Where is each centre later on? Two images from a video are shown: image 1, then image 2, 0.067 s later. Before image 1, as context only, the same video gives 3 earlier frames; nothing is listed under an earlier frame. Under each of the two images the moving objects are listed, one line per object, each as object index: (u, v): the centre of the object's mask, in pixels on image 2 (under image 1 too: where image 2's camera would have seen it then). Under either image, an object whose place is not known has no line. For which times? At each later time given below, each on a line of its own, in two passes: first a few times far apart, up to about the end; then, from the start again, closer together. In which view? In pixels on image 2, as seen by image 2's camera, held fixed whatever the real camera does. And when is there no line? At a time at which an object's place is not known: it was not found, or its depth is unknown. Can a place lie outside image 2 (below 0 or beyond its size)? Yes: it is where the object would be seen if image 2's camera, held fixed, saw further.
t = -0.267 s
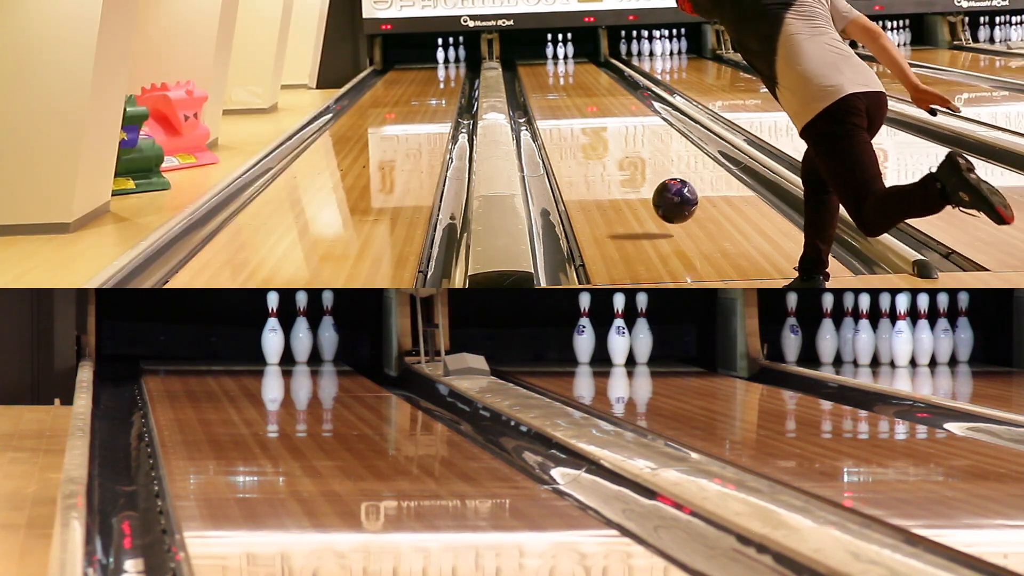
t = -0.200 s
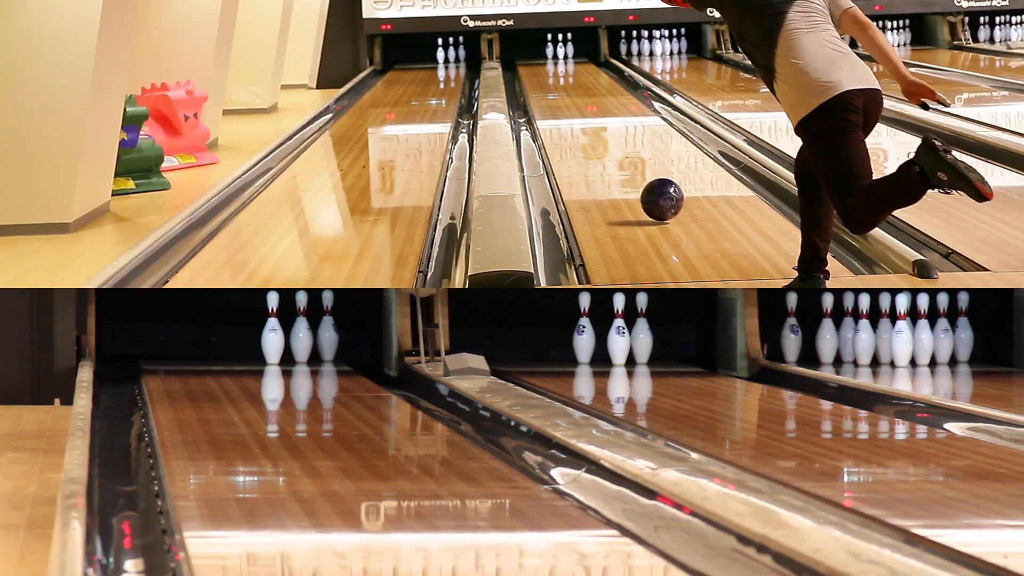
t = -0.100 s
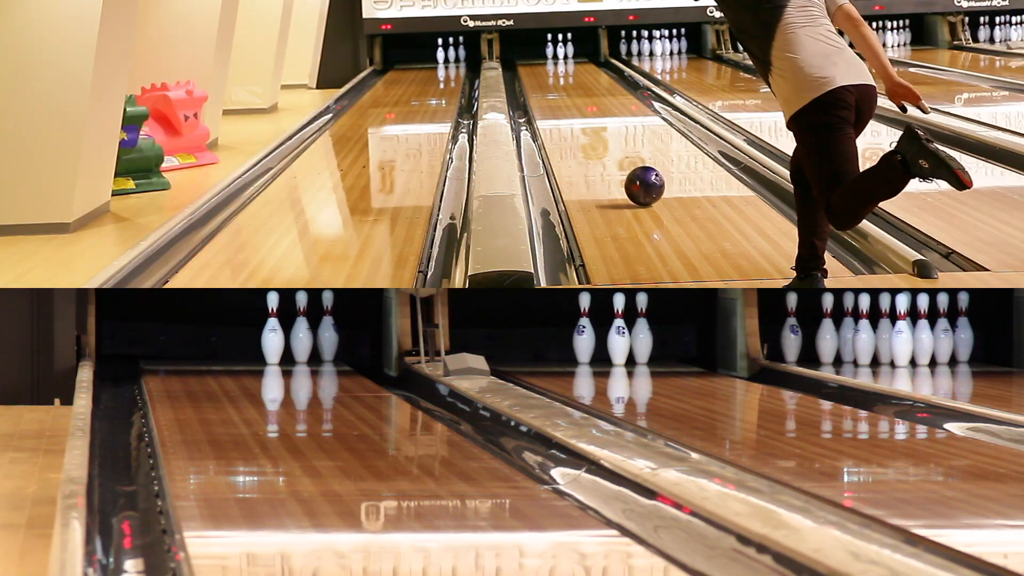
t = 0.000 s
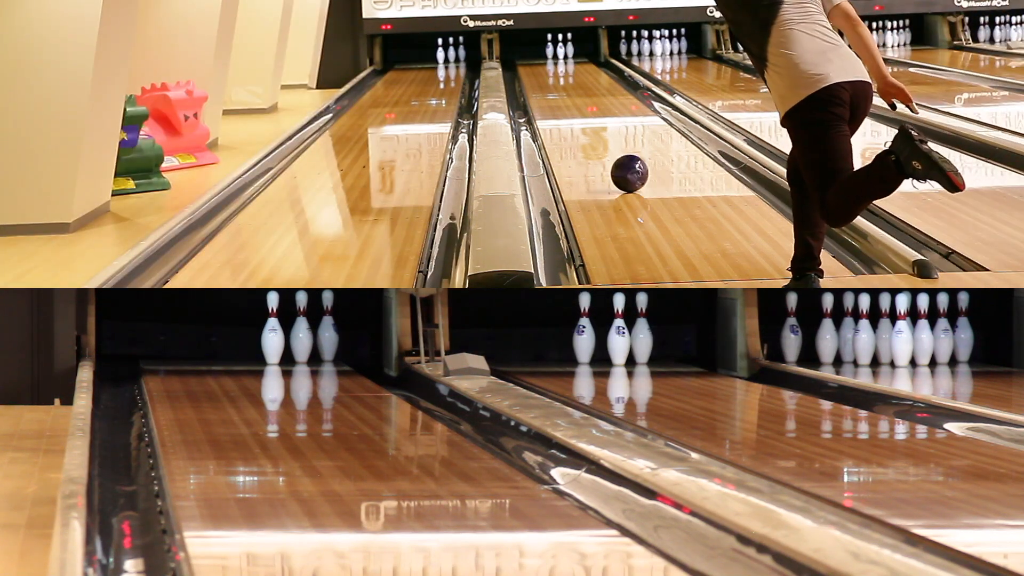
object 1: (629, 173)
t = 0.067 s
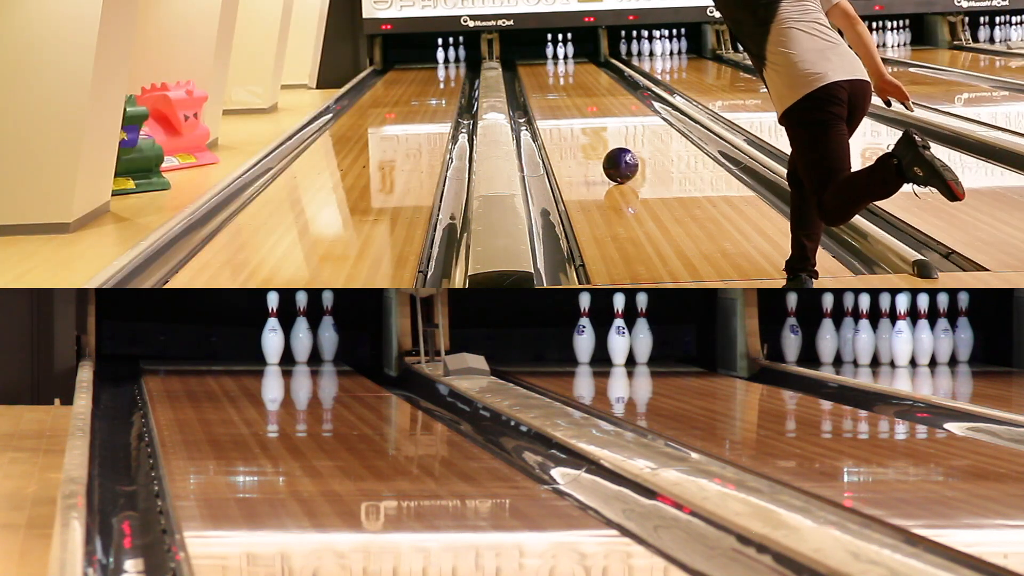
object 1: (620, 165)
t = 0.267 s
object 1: (598, 145)
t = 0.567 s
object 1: (573, 122)
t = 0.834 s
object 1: (558, 106)
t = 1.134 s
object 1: (546, 92)
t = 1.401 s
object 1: (540, 82)
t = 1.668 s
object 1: (537, 74)
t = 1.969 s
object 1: (539, 66)
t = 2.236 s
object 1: (544, 61)
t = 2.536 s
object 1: (550, 56)
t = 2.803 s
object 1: (550, 51)
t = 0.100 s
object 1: (616, 162)
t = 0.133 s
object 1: (612, 158)
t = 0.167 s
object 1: (608, 154)
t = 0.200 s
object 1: (605, 151)
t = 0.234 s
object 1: (601, 148)
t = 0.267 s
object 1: (598, 145)
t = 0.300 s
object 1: (595, 142)
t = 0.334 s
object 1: (591, 139)
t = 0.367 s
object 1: (588, 137)
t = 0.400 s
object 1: (586, 134)
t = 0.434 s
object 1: (583, 131)
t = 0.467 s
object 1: (580, 129)
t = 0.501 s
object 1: (578, 126)
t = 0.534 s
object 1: (575, 124)
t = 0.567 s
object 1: (573, 122)
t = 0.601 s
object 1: (571, 120)
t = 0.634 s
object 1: (569, 117)
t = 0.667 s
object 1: (567, 115)
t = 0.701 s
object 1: (565, 113)
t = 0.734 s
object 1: (563, 111)
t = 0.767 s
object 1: (561, 110)
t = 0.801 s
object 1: (559, 108)
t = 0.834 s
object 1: (558, 106)
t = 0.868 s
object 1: (556, 104)
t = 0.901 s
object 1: (555, 103)
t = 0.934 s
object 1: (553, 101)
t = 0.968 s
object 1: (552, 100)
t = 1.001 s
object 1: (550, 98)
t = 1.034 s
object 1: (549, 97)
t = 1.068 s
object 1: (548, 95)
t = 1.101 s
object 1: (547, 94)
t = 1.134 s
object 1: (546, 92)
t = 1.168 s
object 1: (545, 91)
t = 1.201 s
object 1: (544, 90)
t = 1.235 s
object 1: (543, 88)
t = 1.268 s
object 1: (542, 87)
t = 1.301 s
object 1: (541, 86)
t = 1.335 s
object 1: (541, 85)
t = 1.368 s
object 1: (540, 84)
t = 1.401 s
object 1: (540, 82)
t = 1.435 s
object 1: (539, 81)
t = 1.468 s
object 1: (539, 80)
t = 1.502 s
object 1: (538, 79)
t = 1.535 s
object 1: (538, 78)
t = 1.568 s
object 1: (538, 77)
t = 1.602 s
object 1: (537, 76)
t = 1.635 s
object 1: (537, 76)
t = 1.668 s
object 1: (537, 74)
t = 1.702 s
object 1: (537, 74)
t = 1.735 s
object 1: (537, 72)
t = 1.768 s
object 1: (537, 72)
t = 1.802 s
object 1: (537, 71)
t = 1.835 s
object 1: (537, 70)
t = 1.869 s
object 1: (538, 69)
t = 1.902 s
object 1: (538, 68)
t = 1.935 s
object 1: (538, 67)
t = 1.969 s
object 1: (539, 66)
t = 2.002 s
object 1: (539, 66)
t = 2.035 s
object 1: (540, 65)
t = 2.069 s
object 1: (541, 64)
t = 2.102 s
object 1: (541, 64)
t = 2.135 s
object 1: (542, 63)
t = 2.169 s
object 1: (543, 62)
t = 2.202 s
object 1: (543, 62)
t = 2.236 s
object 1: (544, 61)
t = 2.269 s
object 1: (544, 61)
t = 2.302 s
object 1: (545, 60)
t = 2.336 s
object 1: (546, 59)
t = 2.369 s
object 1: (547, 59)
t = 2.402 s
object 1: (547, 58)
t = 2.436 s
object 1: (547, 58)
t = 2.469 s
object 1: (548, 57)
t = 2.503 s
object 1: (549, 56)
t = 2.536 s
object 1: (550, 56)
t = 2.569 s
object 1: (549, 55)
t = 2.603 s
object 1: (549, 54)
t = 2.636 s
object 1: (550, 53)
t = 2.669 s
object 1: (550, 53)
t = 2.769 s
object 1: (550, 51)
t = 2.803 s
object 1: (550, 51)
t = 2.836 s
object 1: (548, 49)
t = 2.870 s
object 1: (548, 51)
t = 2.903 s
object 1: (547, 51)
